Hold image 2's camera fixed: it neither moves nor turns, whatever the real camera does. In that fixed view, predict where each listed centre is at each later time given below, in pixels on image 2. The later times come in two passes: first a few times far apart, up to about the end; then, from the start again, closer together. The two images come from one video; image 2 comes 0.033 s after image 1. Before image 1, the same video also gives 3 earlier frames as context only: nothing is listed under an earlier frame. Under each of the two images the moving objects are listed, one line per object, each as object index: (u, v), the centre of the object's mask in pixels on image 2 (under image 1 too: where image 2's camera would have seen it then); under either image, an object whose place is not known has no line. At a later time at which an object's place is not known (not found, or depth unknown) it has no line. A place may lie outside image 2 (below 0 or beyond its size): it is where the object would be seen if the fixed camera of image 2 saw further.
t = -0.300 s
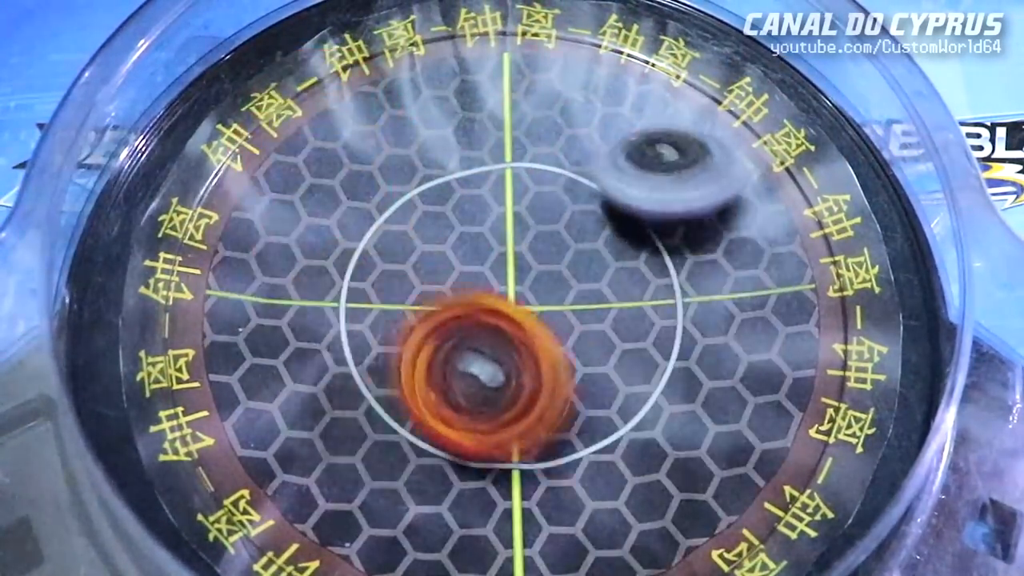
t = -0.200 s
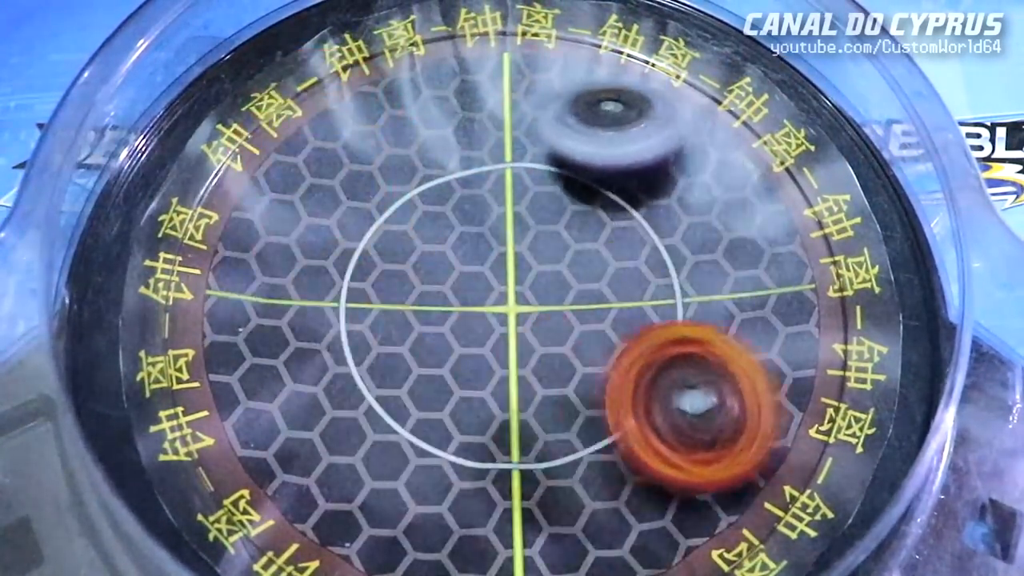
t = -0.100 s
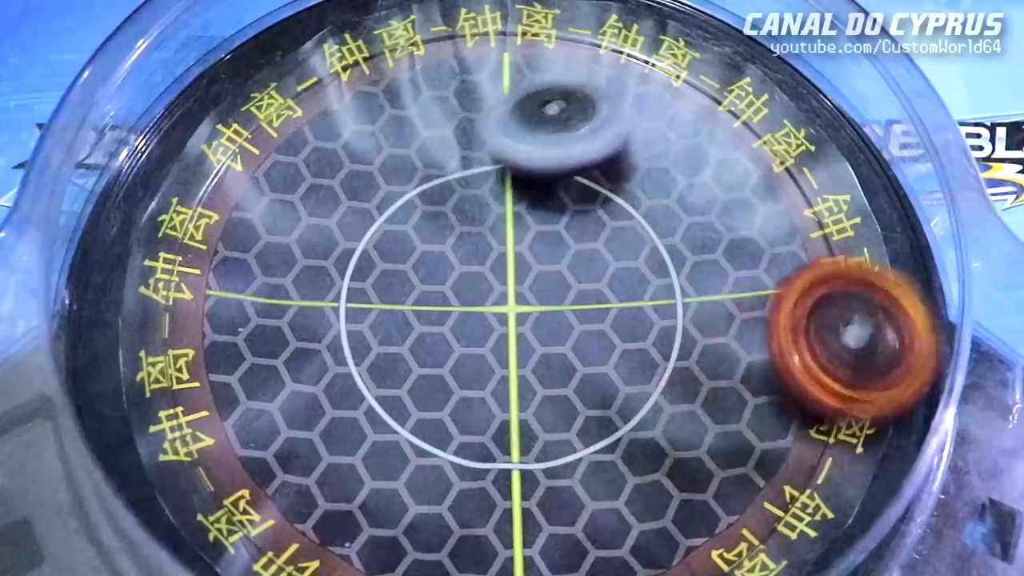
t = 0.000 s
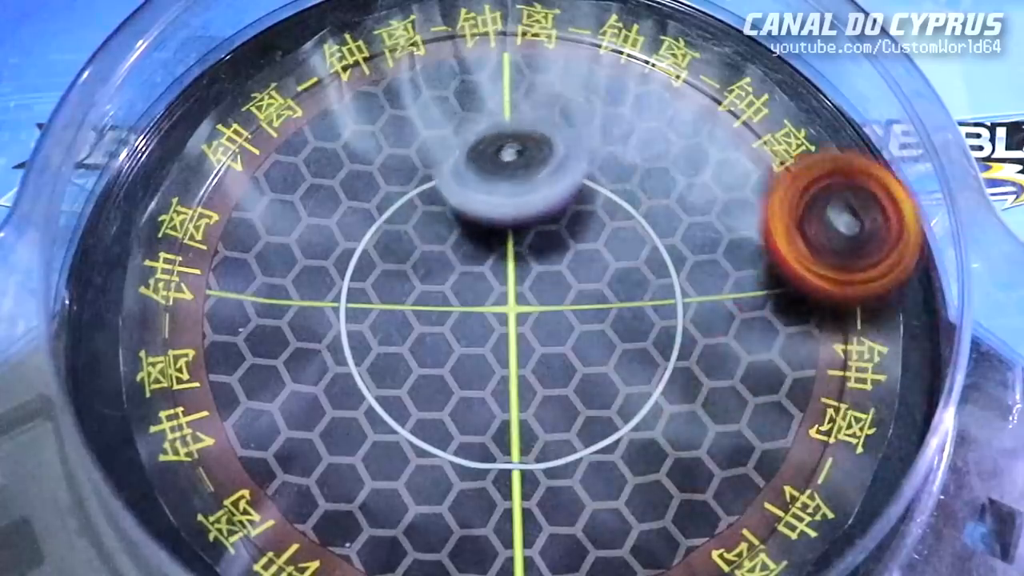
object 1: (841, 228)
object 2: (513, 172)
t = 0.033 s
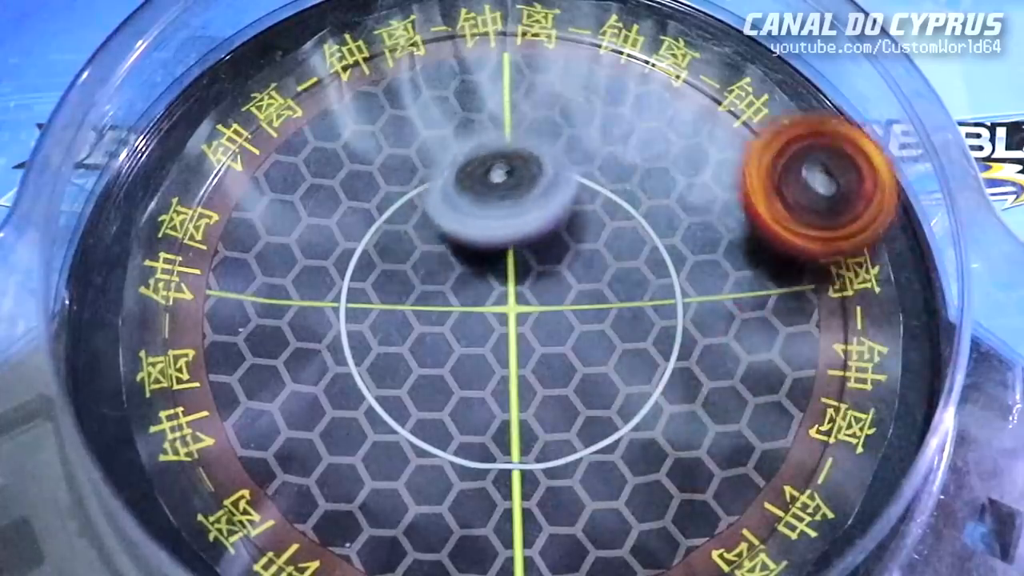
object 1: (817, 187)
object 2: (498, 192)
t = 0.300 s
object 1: (417, 37)
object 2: (506, 360)
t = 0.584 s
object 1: (281, 522)
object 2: (688, 278)
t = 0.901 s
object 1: (937, 304)
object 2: (636, 182)
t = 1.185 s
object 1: (589, 306)
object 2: (526, 102)
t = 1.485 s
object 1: (302, 503)
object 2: (488, 234)
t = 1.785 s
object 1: (528, 509)
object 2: (397, 303)
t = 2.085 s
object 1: (501, 267)
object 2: (280, 215)
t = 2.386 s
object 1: (577, 147)
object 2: (179, 128)
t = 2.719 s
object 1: (576, 390)
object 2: (326, 213)
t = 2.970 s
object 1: (753, 217)
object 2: (510, 412)
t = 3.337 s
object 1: (269, 288)
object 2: (458, 538)
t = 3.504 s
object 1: (242, 473)
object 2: (509, 503)
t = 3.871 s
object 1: (490, 262)
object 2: (732, 247)
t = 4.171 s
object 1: (256, 164)
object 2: (637, 221)
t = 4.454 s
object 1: (506, 396)
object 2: (446, 251)
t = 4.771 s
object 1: (713, 73)
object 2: (390, 233)
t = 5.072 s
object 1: (383, 110)
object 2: (432, 315)
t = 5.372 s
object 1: (396, 212)
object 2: (494, 526)
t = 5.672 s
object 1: (612, 99)
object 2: (437, 537)
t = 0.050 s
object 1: (805, 166)
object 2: (495, 206)
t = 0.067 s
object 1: (790, 147)
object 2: (491, 217)
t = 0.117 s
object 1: (743, 91)
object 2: (482, 252)
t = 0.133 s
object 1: (726, 74)
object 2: (481, 266)
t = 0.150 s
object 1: (701, 60)
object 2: (480, 278)
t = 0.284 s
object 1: (451, 33)
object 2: (501, 355)
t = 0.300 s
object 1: (417, 37)
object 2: (506, 360)
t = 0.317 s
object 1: (386, 43)
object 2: (512, 363)
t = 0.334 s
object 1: (354, 52)
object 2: (518, 362)
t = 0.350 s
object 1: (326, 62)
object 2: (524, 362)
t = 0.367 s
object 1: (299, 82)
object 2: (530, 360)
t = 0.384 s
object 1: (275, 105)
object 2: (537, 356)
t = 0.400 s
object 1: (251, 132)
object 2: (545, 350)
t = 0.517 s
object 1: (193, 398)
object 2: (634, 287)
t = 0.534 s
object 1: (206, 443)
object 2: (650, 281)
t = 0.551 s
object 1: (224, 479)
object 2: (662, 279)
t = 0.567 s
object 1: (248, 505)
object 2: (675, 275)
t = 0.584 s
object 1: (281, 522)
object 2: (688, 278)
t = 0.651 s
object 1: (493, 549)
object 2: (720, 287)
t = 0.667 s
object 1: (554, 547)
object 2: (726, 289)
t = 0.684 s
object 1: (614, 539)
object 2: (730, 292)
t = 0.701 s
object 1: (663, 530)
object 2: (733, 297)
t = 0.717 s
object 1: (706, 520)
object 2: (737, 303)
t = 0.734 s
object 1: (748, 506)
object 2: (742, 305)
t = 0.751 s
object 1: (775, 474)
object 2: (743, 310)
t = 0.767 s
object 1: (806, 440)
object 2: (740, 308)
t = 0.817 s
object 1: (878, 375)
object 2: (698, 259)
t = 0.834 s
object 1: (887, 364)
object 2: (685, 241)
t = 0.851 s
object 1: (896, 351)
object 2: (674, 226)
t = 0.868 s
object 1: (925, 335)
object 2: (661, 210)
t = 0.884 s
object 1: (926, 328)
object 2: (647, 195)
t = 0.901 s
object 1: (937, 304)
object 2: (636, 182)
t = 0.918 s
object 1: (938, 288)
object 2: (625, 169)
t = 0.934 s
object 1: (921, 279)
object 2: (620, 152)
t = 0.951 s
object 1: (896, 275)
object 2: (607, 144)
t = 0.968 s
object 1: (886, 266)
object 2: (601, 135)
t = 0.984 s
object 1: (870, 261)
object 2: (592, 126)
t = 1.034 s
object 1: (810, 256)
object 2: (572, 107)
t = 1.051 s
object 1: (787, 256)
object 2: (565, 100)
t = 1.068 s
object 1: (762, 259)
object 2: (559, 98)
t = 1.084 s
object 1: (742, 262)
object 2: (552, 97)
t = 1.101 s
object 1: (716, 267)
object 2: (546, 93)
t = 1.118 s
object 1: (691, 273)
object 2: (544, 93)
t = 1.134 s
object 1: (667, 279)
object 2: (538, 93)
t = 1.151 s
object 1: (641, 287)
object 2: (535, 95)
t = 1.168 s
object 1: (615, 296)
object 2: (532, 96)
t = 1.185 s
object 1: (589, 306)
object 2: (526, 102)
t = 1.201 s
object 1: (564, 316)
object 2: (522, 106)
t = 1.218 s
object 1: (538, 326)
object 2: (518, 111)
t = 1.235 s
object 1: (513, 338)
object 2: (518, 115)
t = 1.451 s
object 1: (306, 488)
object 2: (492, 219)
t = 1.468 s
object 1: (303, 497)
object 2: (489, 226)
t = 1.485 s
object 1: (302, 503)
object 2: (488, 234)
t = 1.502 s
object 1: (303, 508)
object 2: (485, 240)
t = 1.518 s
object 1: (306, 513)
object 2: (480, 247)
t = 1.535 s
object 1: (311, 518)
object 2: (476, 254)
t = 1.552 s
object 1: (317, 522)
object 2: (472, 260)
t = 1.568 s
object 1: (328, 523)
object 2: (469, 268)
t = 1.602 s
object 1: (355, 526)
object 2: (461, 280)
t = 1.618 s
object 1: (369, 526)
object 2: (456, 285)
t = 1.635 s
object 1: (384, 526)
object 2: (451, 289)
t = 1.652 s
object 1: (399, 525)
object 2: (446, 293)
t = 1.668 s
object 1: (415, 525)
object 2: (437, 295)
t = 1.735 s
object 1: (478, 518)
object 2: (417, 303)
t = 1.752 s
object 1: (495, 515)
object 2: (411, 304)
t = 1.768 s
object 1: (511, 513)
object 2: (404, 304)
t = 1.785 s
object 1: (528, 509)
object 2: (397, 303)
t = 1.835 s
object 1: (568, 492)
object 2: (379, 300)
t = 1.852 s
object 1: (576, 483)
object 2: (373, 297)
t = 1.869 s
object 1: (582, 467)
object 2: (367, 294)
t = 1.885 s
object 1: (584, 451)
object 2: (360, 292)
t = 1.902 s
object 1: (583, 433)
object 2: (354, 288)
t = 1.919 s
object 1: (580, 417)
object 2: (350, 284)
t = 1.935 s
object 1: (576, 400)
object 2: (345, 280)
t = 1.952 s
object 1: (569, 382)
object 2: (340, 275)
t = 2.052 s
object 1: (487, 285)
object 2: (317, 239)
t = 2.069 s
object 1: (480, 274)
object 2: (309, 231)
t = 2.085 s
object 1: (501, 267)
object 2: (280, 215)
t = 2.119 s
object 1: (548, 263)
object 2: (212, 183)
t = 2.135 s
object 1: (567, 258)
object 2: (190, 168)
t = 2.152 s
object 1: (582, 255)
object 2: (182, 157)
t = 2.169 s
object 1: (595, 250)
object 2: (179, 152)
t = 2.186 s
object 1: (606, 243)
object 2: (177, 151)
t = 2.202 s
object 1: (616, 235)
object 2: (176, 150)
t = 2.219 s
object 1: (622, 227)
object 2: (175, 147)
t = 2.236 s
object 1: (628, 218)
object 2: (175, 145)
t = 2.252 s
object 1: (632, 207)
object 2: (175, 143)
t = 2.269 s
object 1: (632, 197)
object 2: (176, 141)
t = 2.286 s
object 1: (630, 186)
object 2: (177, 140)
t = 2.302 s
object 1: (626, 176)
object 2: (178, 137)
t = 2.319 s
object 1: (621, 167)
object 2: (178, 136)
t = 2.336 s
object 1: (612, 160)
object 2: (179, 134)
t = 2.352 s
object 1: (601, 153)
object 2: (179, 132)
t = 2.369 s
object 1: (588, 150)
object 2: (179, 130)
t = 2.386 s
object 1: (577, 147)
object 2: (179, 128)
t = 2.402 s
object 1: (565, 146)
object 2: (179, 127)
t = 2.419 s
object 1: (552, 148)
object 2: (179, 126)
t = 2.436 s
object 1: (536, 153)
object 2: (178, 126)
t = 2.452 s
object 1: (523, 160)
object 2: (179, 125)
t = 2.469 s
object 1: (512, 170)
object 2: (180, 126)
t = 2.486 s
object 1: (500, 181)
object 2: (182, 128)
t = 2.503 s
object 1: (490, 194)
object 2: (185, 131)
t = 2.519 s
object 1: (483, 209)
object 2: (190, 134)
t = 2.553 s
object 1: (475, 242)
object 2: (202, 144)
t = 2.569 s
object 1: (473, 260)
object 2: (210, 149)
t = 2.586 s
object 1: (475, 276)
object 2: (220, 155)
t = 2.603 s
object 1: (480, 295)
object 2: (231, 162)
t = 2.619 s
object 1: (486, 311)
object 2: (242, 167)
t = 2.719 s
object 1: (576, 390)
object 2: (326, 213)
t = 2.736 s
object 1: (598, 398)
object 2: (338, 223)
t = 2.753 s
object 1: (620, 400)
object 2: (354, 235)
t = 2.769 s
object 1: (642, 399)
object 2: (368, 247)
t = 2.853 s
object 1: (739, 355)
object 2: (431, 309)
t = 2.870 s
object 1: (753, 338)
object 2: (443, 322)
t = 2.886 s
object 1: (762, 318)
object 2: (456, 336)
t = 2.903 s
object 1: (767, 299)
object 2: (468, 350)
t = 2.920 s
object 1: (770, 280)
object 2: (480, 367)
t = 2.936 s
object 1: (768, 257)
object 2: (492, 382)
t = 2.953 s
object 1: (763, 237)
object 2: (502, 396)
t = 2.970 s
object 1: (753, 217)
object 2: (510, 412)
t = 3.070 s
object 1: (634, 126)
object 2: (547, 497)
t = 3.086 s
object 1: (609, 120)
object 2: (549, 504)
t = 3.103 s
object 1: (581, 115)
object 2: (548, 511)
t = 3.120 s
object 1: (553, 113)
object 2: (548, 516)
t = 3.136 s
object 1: (521, 113)
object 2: (545, 520)
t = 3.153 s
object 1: (493, 116)
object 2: (542, 524)
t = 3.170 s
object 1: (467, 122)
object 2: (535, 527)
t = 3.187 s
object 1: (435, 132)
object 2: (530, 527)
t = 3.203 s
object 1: (411, 141)
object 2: (523, 529)
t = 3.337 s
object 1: (269, 288)
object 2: (458, 538)
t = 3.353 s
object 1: (263, 313)
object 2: (451, 537)
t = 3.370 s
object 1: (258, 336)
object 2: (446, 535)
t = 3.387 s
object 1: (256, 366)
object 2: (440, 533)
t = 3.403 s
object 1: (259, 392)
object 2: (437, 529)
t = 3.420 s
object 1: (263, 417)
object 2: (431, 525)
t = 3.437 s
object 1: (270, 444)
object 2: (430, 522)
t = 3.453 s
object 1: (256, 460)
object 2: (449, 517)
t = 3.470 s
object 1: (239, 475)
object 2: (470, 514)
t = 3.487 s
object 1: (233, 479)
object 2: (491, 511)
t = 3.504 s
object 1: (242, 473)
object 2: (509, 503)
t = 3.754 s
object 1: (468, 343)
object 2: (698, 315)
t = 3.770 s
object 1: (476, 332)
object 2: (706, 304)
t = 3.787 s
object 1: (483, 320)
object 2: (714, 291)
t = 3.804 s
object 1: (487, 307)
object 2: (719, 284)
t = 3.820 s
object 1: (490, 297)
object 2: (725, 270)
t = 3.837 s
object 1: (492, 285)
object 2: (729, 263)
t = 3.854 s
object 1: (491, 273)
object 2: (730, 255)
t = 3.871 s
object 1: (490, 262)
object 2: (732, 247)
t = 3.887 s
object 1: (487, 250)
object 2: (734, 241)
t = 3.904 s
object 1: (482, 240)
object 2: (735, 235)
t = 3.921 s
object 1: (476, 230)
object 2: (735, 226)
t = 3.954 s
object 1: (459, 206)
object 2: (732, 221)
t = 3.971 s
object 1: (449, 196)
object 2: (730, 214)
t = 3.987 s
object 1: (438, 187)
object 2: (726, 213)
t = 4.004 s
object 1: (424, 178)
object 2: (722, 215)
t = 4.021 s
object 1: (410, 170)
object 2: (718, 208)
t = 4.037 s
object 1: (396, 161)
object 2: (712, 207)
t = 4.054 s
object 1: (378, 156)
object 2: (705, 213)
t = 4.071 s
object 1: (362, 153)
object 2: (699, 211)
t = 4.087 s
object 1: (346, 149)
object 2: (691, 212)
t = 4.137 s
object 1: (291, 150)
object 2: (659, 221)
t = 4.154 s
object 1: (273, 156)
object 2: (647, 224)
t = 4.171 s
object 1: (256, 164)
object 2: (637, 221)
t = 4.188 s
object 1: (241, 176)
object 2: (622, 228)
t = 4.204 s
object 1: (228, 191)
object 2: (611, 232)
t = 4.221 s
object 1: (218, 208)
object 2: (599, 232)
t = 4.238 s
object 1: (212, 227)
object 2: (589, 234)
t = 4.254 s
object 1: (210, 249)
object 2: (575, 235)
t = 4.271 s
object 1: (213, 272)
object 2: (563, 239)
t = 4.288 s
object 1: (223, 296)
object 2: (552, 242)
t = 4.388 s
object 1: (369, 394)
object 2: (483, 252)
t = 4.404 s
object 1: (404, 403)
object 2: (472, 255)
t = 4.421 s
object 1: (438, 404)
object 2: (462, 249)
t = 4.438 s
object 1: (470, 401)
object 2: (454, 249)
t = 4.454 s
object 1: (506, 396)
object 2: (446, 251)
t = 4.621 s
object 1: (715, 240)
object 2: (395, 247)
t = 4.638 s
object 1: (721, 218)
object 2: (391, 245)
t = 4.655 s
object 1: (725, 202)
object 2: (390, 243)
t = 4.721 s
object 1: (730, 127)
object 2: (387, 237)
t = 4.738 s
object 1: (725, 107)
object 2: (386, 235)
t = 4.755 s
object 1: (721, 91)
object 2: (388, 233)
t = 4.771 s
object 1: (713, 73)
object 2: (390, 233)
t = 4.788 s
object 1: (704, 59)
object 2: (391, 232)
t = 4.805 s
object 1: (690, 54)
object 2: (393, 232)
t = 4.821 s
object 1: (669, 51)
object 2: (394, 232)
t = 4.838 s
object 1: (648, 49)
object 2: (396, 233)
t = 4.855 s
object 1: (627, 46)
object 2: (398, 233)
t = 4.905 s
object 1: (564, 42)
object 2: (406, 237)
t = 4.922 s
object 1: (542, 42)
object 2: (409, 236)
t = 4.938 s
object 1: (519, 44)
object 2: (411, 239)
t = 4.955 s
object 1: (496, 48)
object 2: (414, 239)
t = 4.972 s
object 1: (475, 55)
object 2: (416, 242)
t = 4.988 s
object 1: (456, 63)
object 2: (417, 242)
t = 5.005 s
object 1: (437, 79)
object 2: (419, 244)
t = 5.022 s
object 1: (422, 98)
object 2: (423, 249)
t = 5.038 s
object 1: (412, 105)
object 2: (424, 264)
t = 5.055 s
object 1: (396, 105)
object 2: (429, 285)
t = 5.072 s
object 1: (383, 110)
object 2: (432, 315)
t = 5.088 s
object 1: (375, 113)
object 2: (436, 341)
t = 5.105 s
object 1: (369, 116)
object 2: (443, 364)
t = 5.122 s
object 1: (364, 121)
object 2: (447, 391)
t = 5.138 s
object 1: (362, 127)
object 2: (455, 411)
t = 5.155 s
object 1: (362, 132)
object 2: (459, 431)
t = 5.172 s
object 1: (361, 139)
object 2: (465, 450)
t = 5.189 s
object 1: (362, 146)
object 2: (472, 471)
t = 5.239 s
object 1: (368, 165)
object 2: (485, 504)
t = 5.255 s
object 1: (370, 172)
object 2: (487, 510)
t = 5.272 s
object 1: (374, 177)
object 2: (491, 515)
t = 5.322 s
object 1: (384, 195)
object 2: (495, 524)
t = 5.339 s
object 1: (388, 201)
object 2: (495, 526)
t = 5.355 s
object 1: (392, 206)
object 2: (496, 527)
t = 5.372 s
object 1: (396, 212)
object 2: (494, 526)
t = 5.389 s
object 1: (402, 218)
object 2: (494, 525)
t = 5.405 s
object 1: (408, 224)
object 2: (490, 525)
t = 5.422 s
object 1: (415, 232)
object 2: (490, 523)
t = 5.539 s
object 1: (484, 288)
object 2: (478, 473)
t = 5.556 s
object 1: (497, 295)
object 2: (475, 463)
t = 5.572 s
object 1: (522, 272)
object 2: (468, 482)
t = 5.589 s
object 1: (536, 235)
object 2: (463, 500)
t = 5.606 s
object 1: (553, 209)
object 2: (455, 512)
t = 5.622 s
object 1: (571, 182)
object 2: (453, 522)
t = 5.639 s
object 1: (586, 154)
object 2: (447, 527)
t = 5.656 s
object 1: (596, 124)
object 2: (445, 533)
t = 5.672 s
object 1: (612, 99)
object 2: (437, 537)
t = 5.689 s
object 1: (624, 62)
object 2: (436, 541)
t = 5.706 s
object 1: (635, 47)
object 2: (432, 542)
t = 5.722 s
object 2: (433, 542)
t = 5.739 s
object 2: (432, 541)
